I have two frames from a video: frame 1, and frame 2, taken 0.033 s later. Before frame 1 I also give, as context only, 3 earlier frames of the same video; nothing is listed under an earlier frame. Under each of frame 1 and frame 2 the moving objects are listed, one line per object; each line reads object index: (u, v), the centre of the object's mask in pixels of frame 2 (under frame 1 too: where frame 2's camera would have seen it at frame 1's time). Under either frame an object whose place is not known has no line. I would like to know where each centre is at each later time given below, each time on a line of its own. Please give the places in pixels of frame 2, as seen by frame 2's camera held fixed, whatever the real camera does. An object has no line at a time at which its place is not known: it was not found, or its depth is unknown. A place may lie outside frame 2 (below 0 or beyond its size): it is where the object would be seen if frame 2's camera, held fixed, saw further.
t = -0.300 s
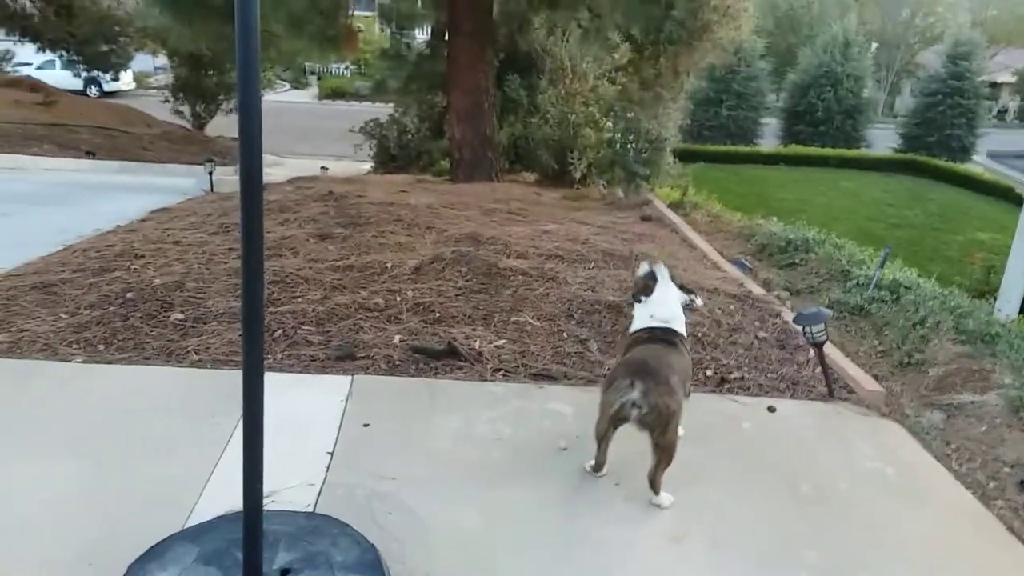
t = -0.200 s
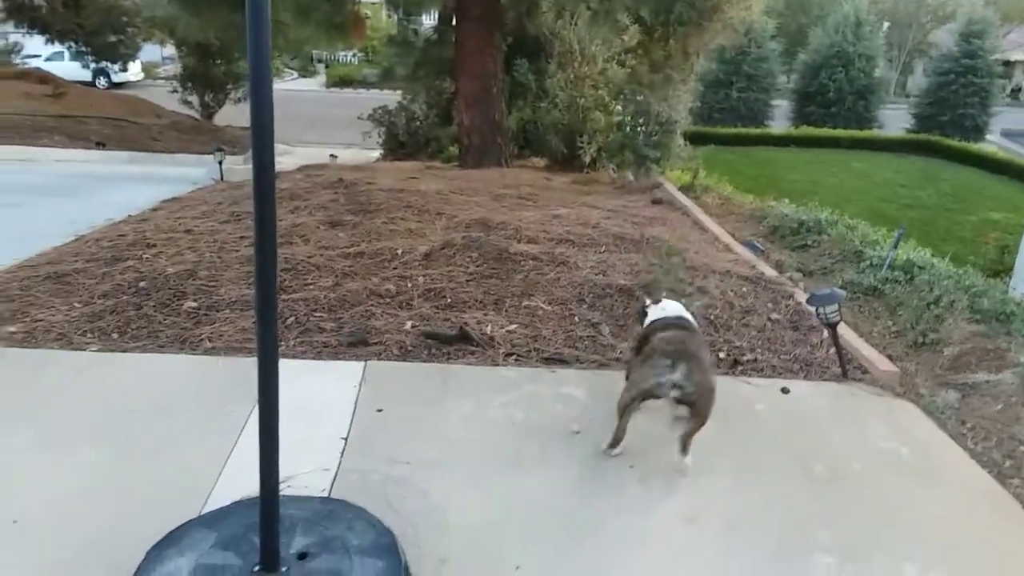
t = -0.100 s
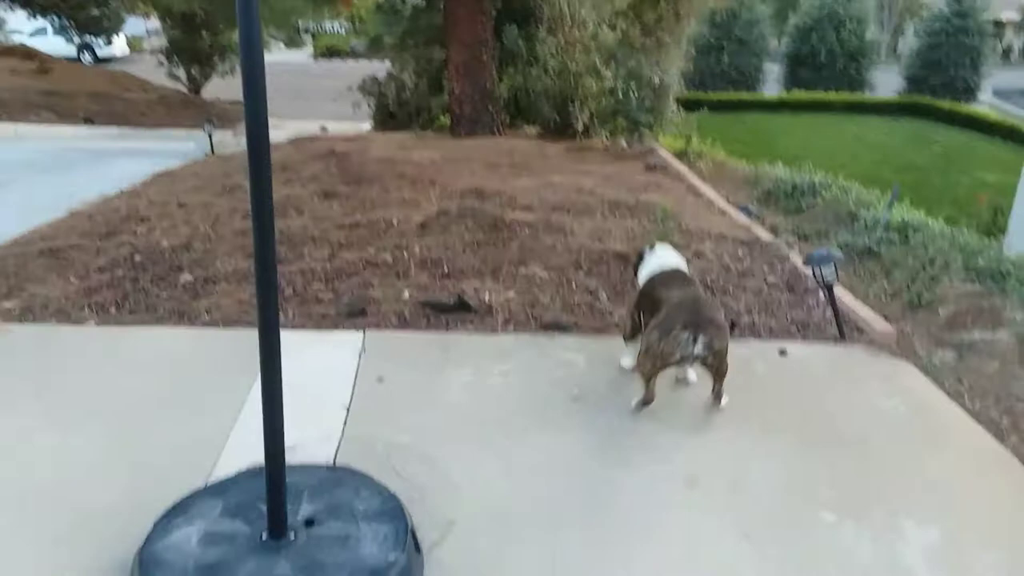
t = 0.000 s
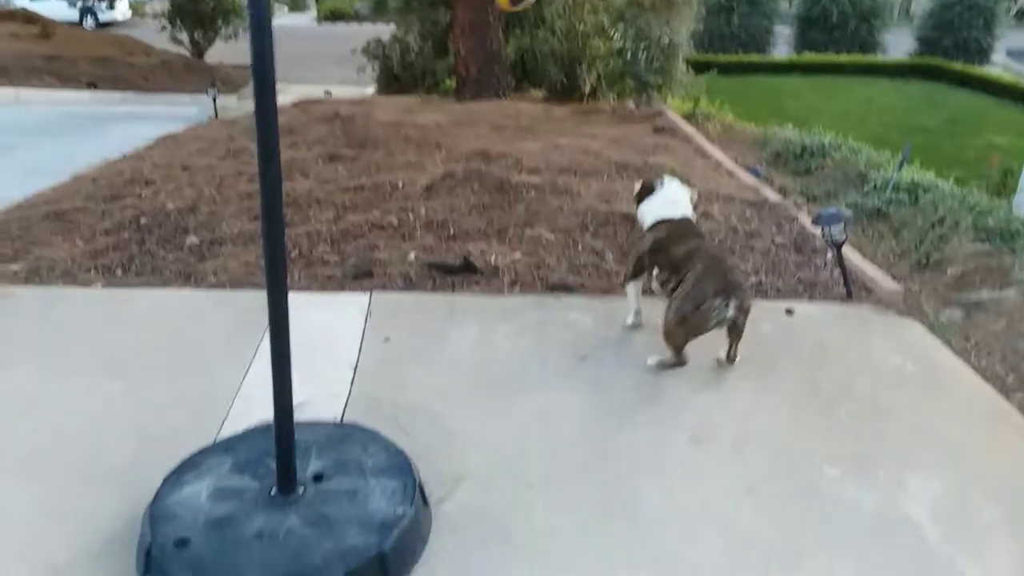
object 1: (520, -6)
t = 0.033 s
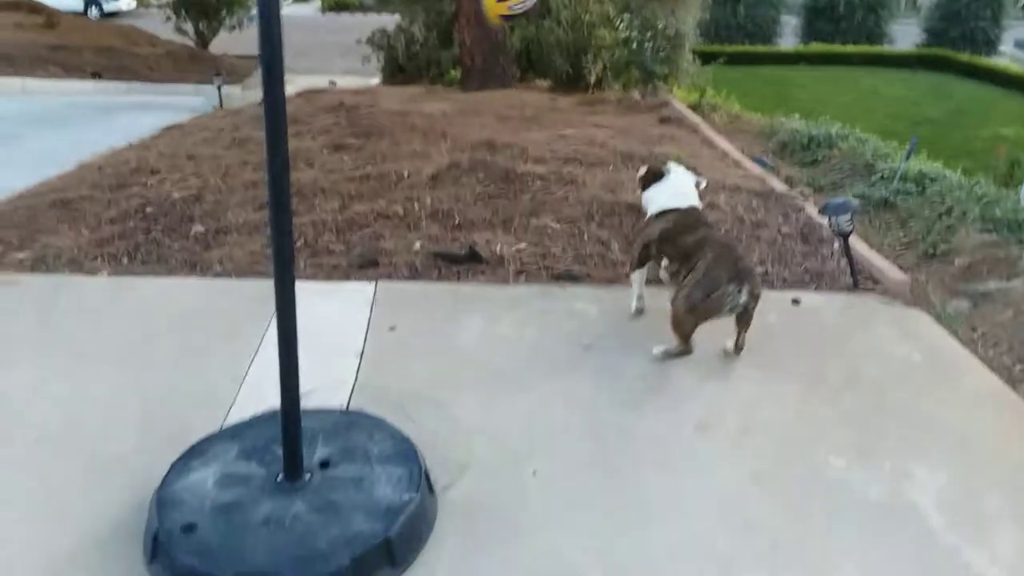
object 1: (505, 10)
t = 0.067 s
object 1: (489, 25)
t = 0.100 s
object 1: (477, 46)
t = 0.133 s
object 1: (463, 77)
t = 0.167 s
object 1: (450, 113)
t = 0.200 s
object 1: (433, 149)
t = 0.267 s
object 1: (388, 153)
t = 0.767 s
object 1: (-132, 211)
